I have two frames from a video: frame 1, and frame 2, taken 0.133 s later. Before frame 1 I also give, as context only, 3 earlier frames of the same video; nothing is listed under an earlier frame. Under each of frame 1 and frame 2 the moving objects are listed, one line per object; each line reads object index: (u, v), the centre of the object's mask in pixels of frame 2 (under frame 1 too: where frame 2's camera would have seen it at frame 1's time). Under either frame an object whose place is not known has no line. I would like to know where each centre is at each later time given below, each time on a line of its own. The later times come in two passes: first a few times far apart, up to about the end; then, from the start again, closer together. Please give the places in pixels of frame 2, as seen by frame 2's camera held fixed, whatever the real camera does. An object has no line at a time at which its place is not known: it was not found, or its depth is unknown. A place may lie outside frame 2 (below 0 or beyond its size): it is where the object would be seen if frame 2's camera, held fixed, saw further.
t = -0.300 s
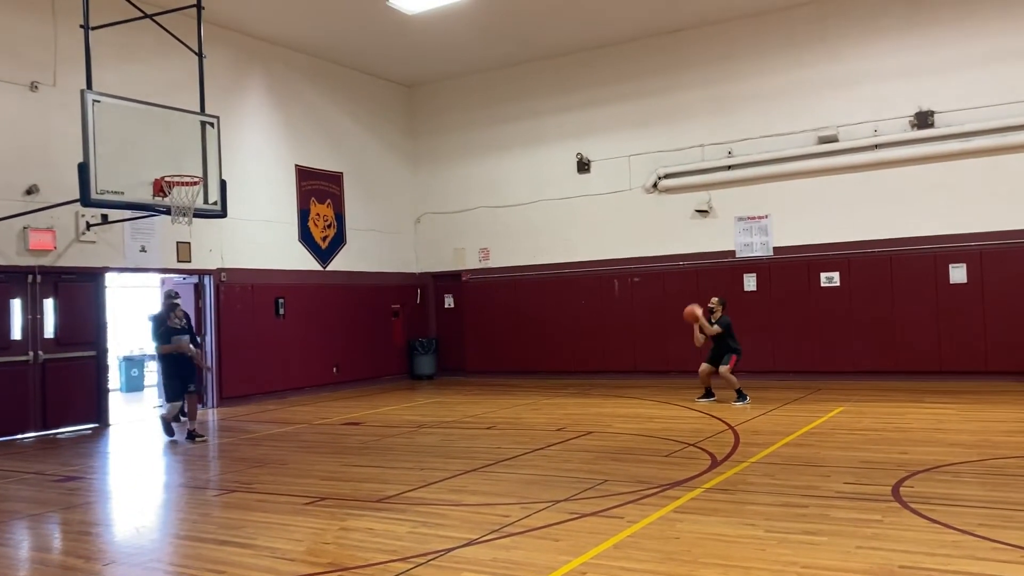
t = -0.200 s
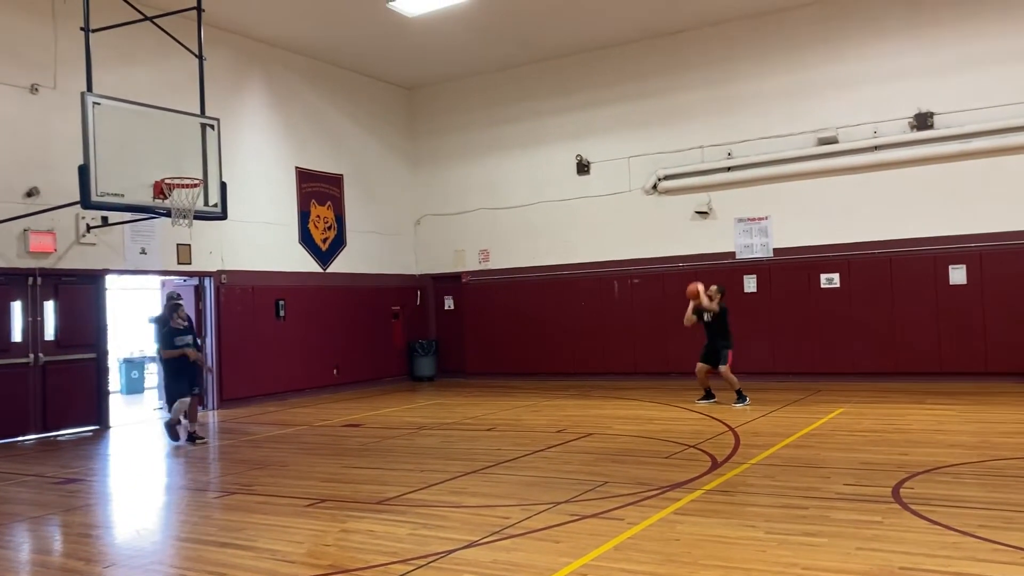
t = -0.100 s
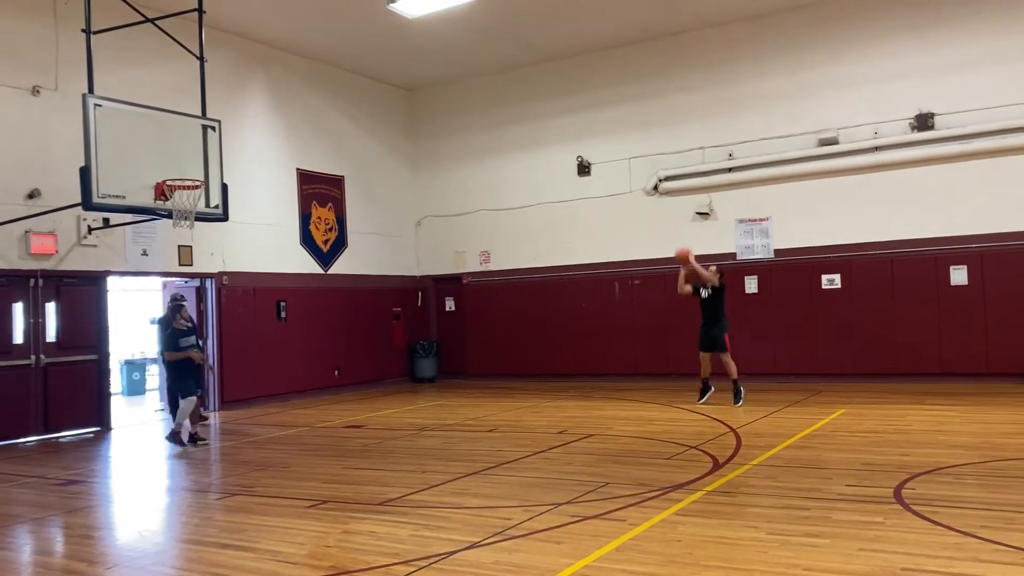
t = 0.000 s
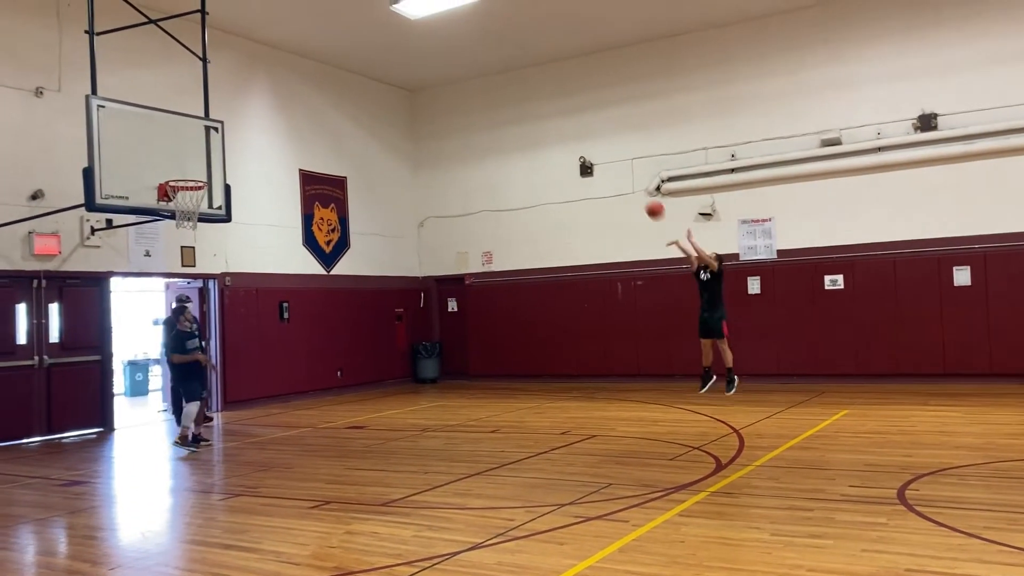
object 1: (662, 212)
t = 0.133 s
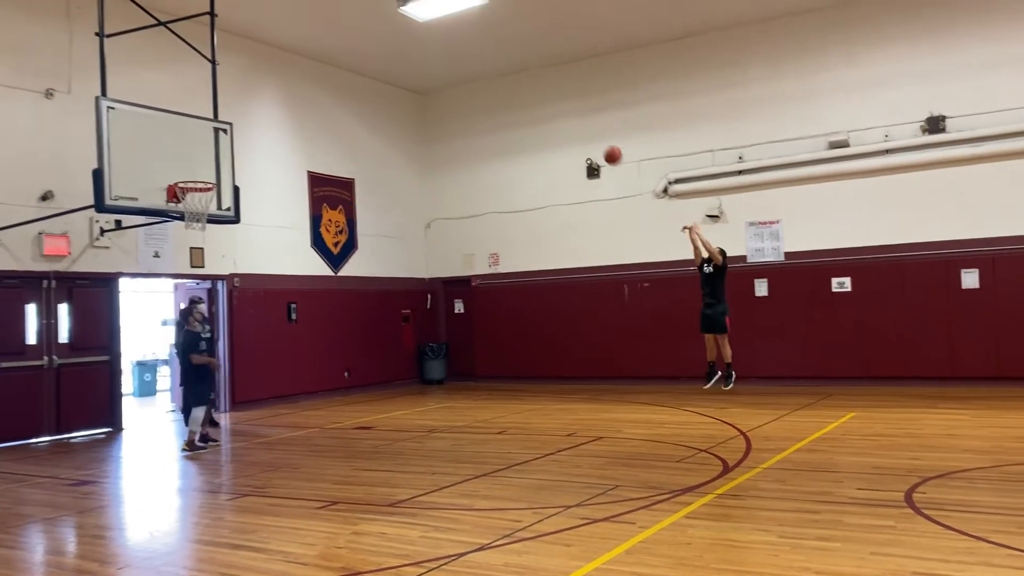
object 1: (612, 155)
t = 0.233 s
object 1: (576, 121)
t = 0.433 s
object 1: (502, 72)
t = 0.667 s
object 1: (415, 52)
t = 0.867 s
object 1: (339, 69)
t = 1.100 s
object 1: (248, 130)
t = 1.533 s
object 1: (168, 237)
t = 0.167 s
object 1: (600, 143)
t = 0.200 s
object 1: (588, 132)
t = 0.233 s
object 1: (576, 121)
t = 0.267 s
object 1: (564, 111)
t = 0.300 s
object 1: (551, 101)
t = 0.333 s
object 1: (539, 93)
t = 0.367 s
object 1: (527, 85)
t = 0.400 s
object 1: (515, 78)
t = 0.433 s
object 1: (502, 72)
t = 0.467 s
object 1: (490, 67)
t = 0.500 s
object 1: (477, 62)
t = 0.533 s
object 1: (465, 59)
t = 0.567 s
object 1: (453, 56)
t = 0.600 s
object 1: (440, 54)
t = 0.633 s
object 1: (428, 53)
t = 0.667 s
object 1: (415, 52)
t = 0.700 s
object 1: (403, 53)
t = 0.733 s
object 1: (391, 54)
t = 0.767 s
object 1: (377, 57)
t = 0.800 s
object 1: (365, 60)
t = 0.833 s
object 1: (352, 64)
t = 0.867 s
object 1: (339, 69)
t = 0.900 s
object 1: (327, 75)
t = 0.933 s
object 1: (314, 82)
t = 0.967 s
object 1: (301, 90)
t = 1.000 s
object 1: (288, 98)
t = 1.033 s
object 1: (275, 108)
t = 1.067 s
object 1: (262, 118)
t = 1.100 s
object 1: (248, 130)
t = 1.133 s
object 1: (235, 143)
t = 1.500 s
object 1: (169, 230)
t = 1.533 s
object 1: (168, 237)
